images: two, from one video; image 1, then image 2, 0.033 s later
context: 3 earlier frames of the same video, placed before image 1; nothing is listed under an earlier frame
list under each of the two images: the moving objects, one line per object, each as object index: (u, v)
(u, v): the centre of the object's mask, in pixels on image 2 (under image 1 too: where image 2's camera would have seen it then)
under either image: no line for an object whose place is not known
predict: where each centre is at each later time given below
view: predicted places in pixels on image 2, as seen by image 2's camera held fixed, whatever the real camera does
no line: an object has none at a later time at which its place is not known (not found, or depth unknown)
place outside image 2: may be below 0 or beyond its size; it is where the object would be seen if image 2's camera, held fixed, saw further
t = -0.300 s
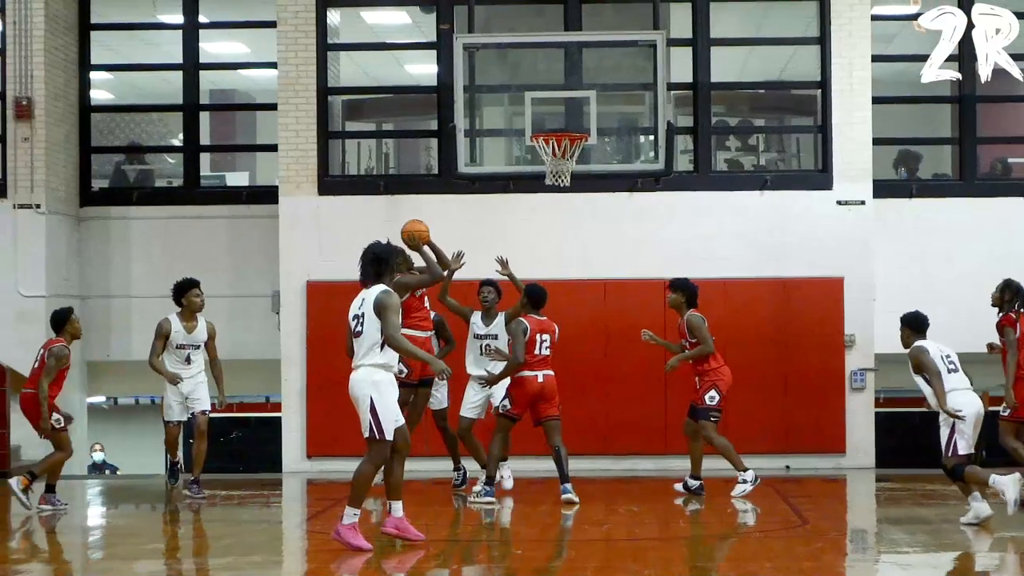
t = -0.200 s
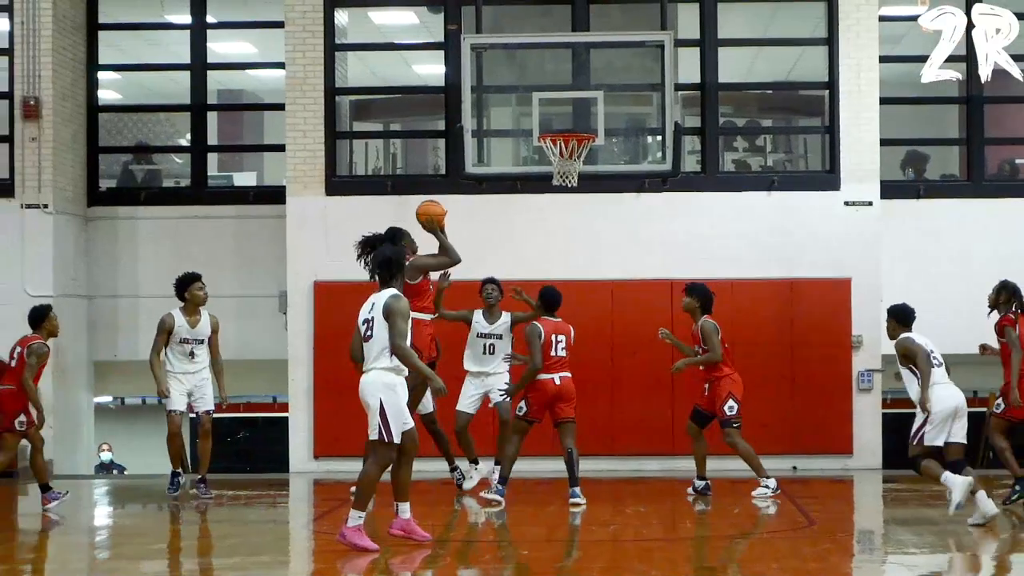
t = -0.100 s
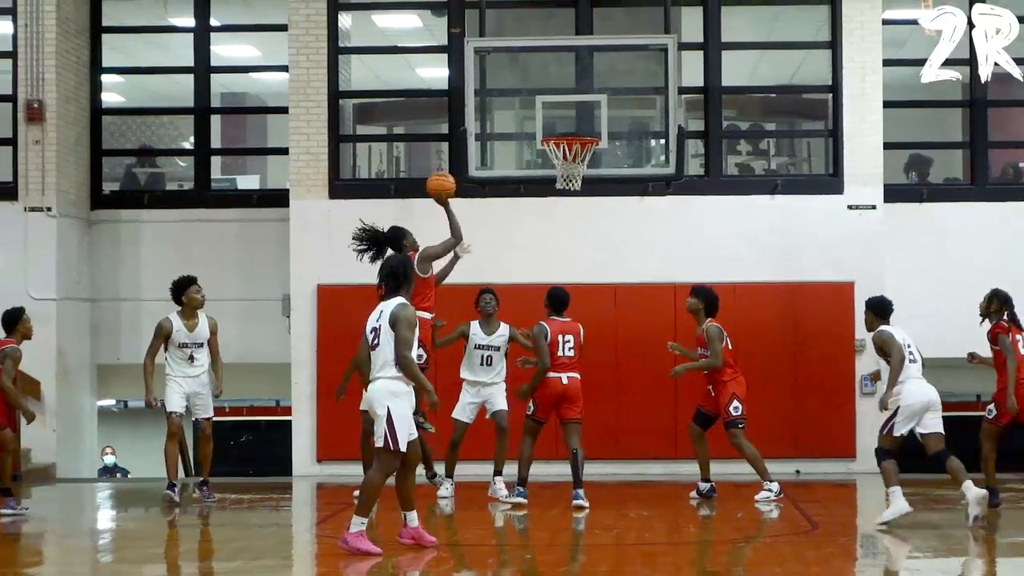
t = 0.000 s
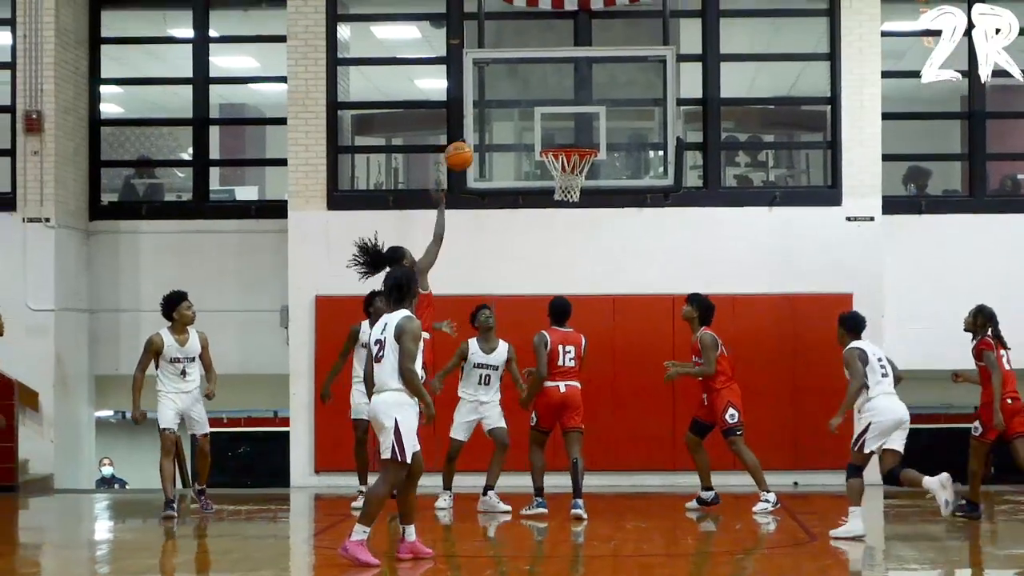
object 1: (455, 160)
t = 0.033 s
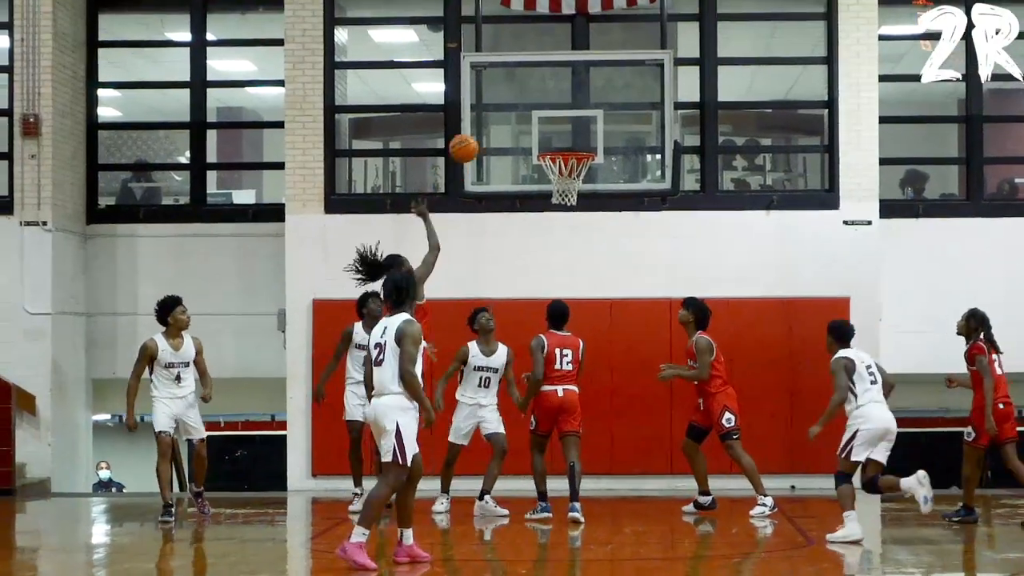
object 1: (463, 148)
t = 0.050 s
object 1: (468, 142)
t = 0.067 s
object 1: (471, 137)
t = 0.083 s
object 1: (475, 132)
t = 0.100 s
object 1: (479, 128)
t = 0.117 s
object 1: (483, 124)
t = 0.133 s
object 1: (486, 120)
